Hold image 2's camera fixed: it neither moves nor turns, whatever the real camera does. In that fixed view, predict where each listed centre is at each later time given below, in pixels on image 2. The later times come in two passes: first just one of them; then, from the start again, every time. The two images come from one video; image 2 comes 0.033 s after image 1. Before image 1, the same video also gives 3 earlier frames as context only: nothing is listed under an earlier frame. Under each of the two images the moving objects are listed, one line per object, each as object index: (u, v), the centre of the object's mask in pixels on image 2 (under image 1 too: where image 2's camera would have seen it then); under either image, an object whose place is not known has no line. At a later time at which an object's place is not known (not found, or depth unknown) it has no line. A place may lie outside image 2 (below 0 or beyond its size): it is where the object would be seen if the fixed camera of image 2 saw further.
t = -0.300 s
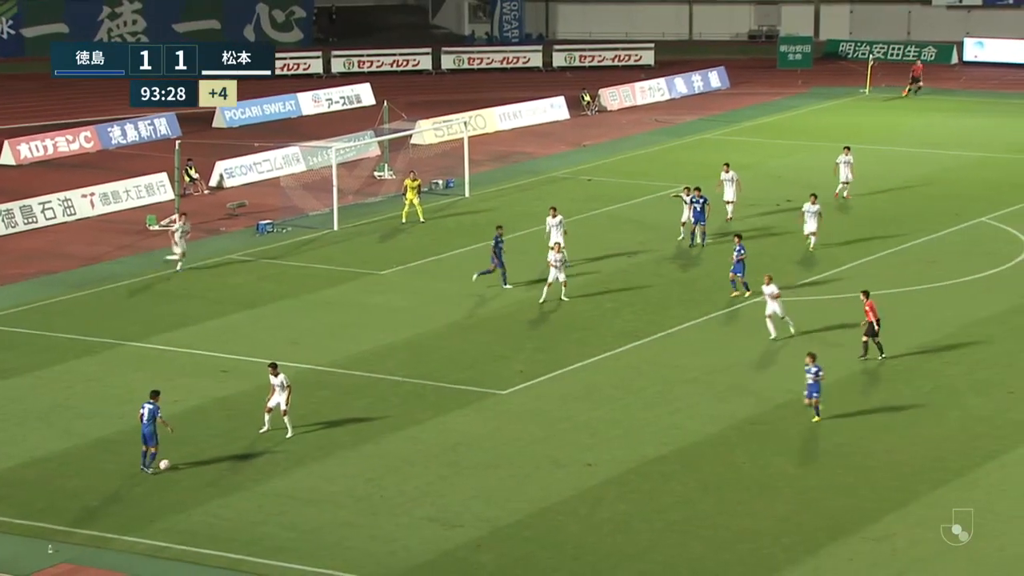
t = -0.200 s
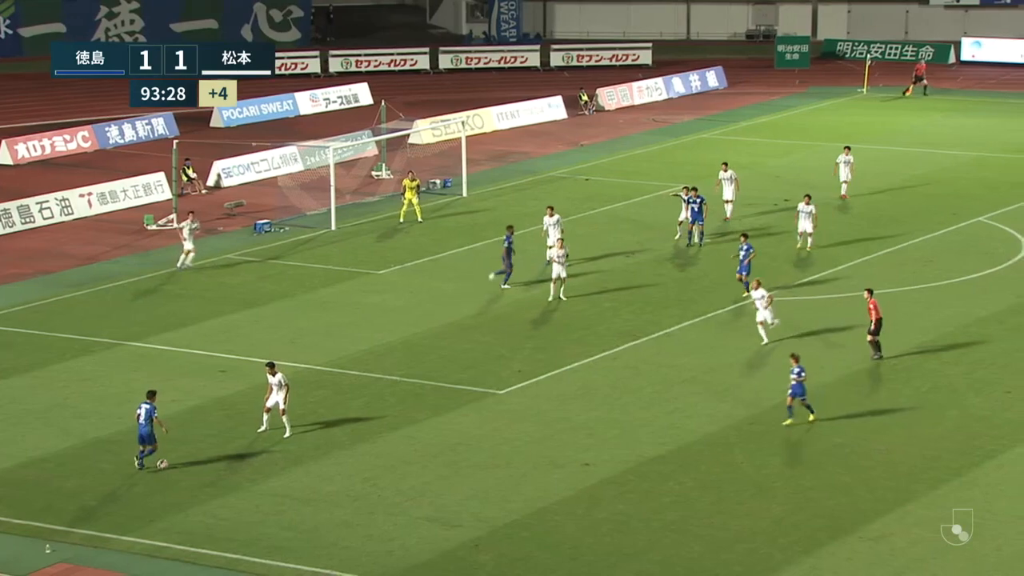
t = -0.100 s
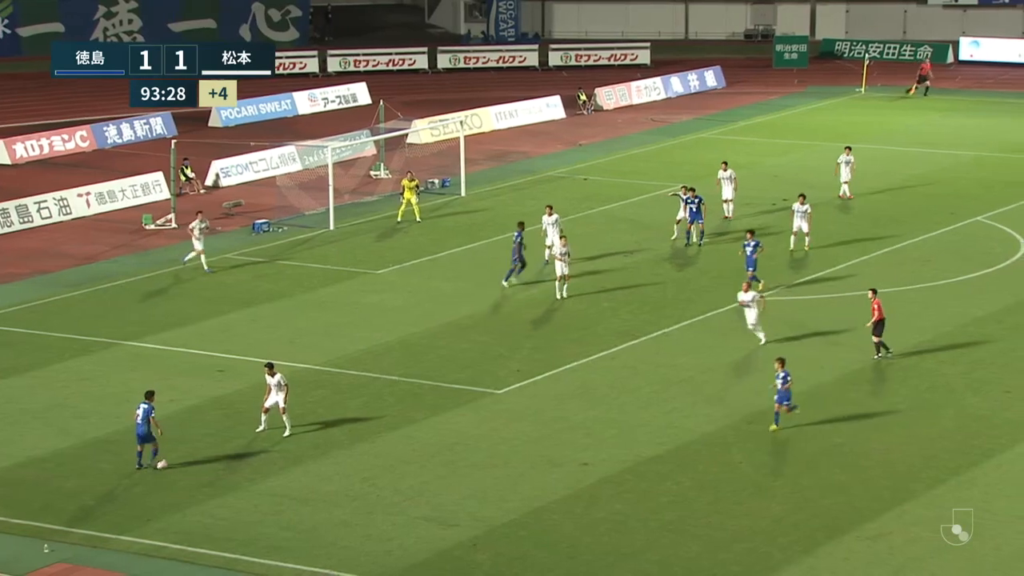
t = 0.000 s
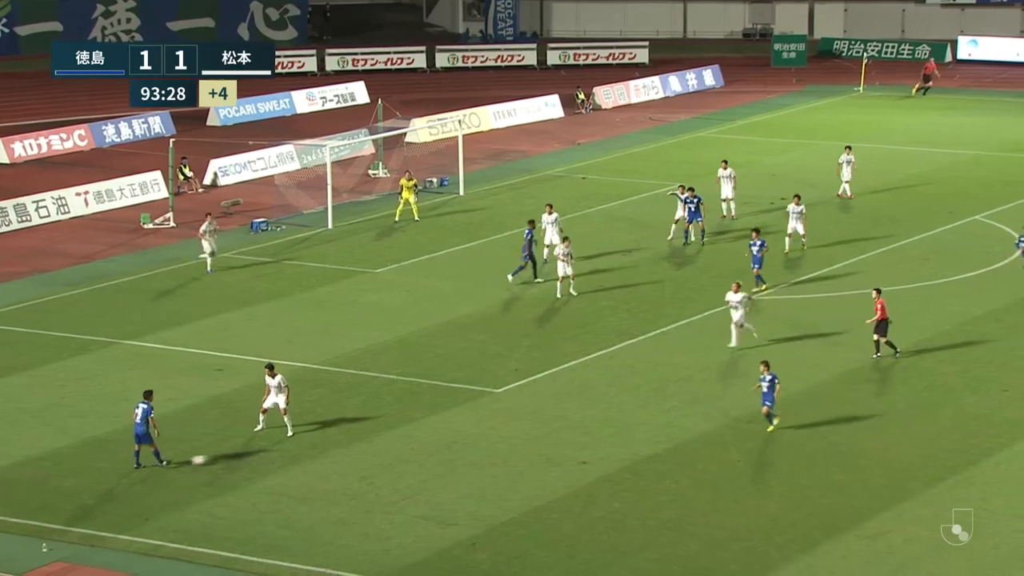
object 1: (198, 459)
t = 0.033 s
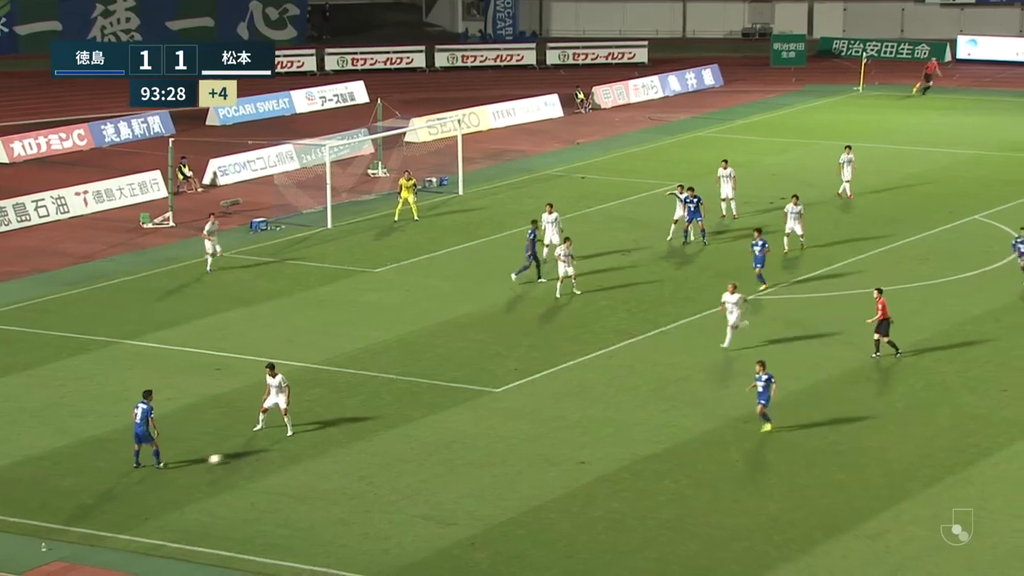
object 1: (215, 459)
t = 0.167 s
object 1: (267, 456)
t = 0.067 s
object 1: (230, 458)
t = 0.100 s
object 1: (240, 457)
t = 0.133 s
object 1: (254, 457)
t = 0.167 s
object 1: (267, 456)
